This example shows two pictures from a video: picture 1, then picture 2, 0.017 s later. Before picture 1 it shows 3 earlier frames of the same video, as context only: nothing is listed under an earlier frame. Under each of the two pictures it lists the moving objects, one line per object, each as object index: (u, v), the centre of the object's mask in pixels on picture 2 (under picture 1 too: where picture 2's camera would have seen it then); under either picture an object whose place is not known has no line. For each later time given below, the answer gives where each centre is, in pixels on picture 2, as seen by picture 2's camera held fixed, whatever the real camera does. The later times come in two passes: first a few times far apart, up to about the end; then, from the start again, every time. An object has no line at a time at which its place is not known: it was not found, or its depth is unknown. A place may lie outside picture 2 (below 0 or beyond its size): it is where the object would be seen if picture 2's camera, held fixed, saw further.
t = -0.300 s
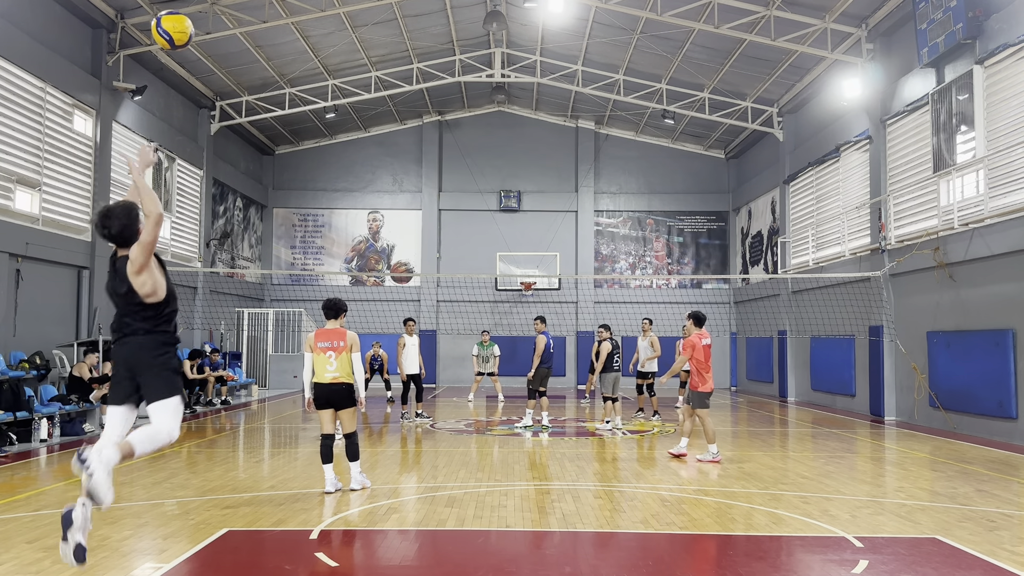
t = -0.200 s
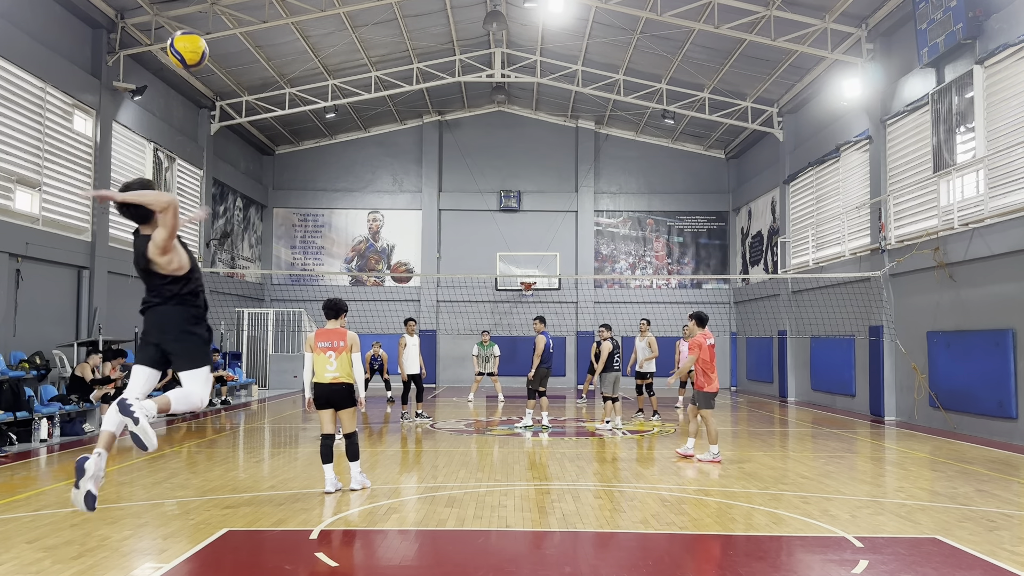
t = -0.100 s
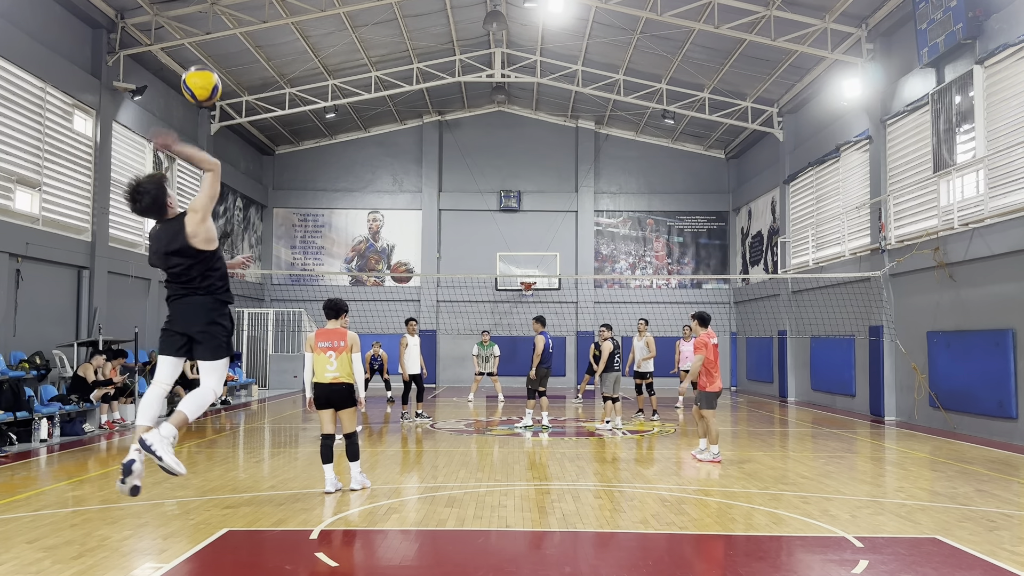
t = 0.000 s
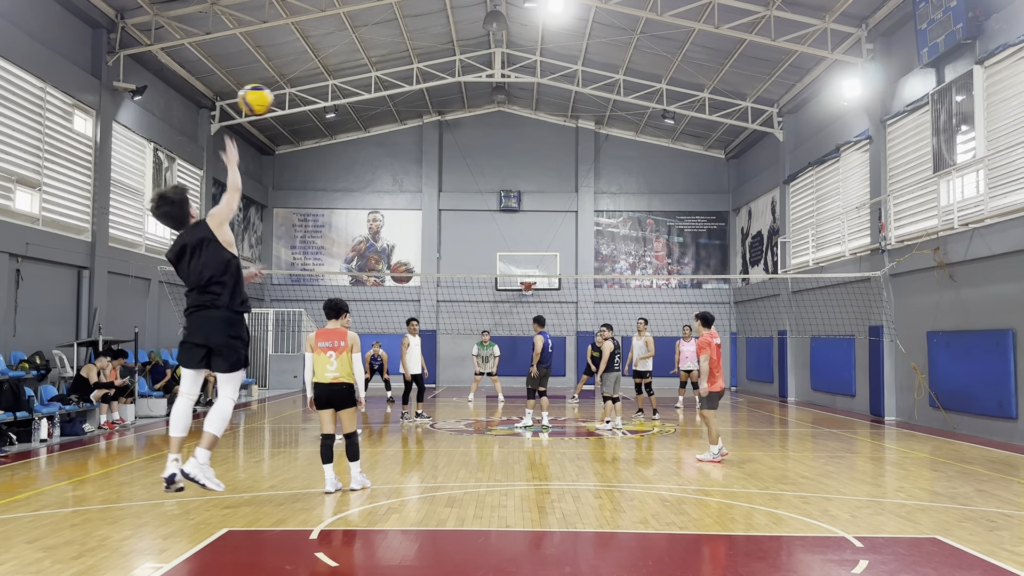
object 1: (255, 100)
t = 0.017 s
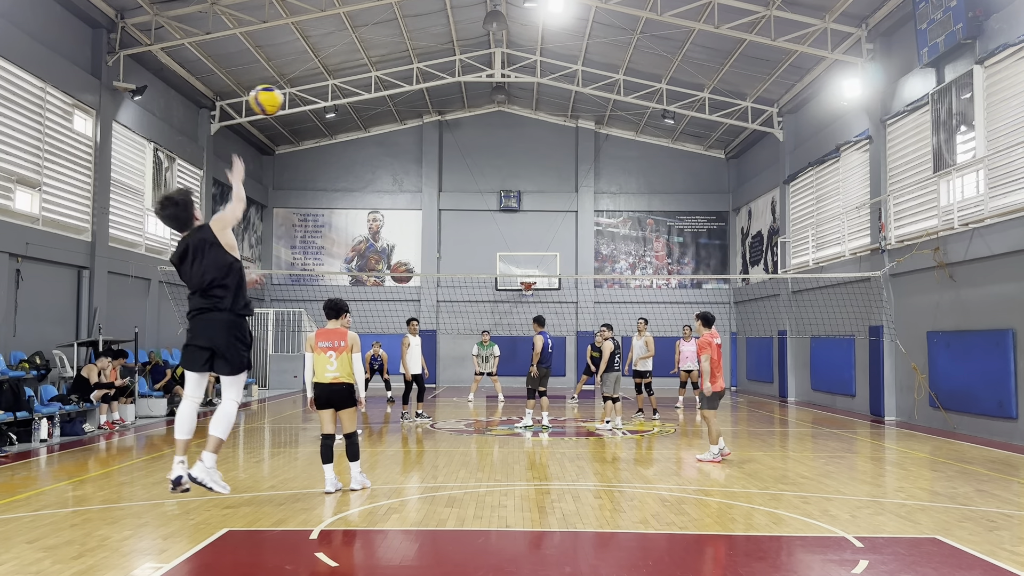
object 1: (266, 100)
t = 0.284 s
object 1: (371, 127)
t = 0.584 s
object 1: (421, 195)
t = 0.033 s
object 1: (276, 100)
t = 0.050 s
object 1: (285, 101)
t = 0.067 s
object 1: (294, 102)
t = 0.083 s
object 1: (302, 103)
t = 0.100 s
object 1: (309, 104)
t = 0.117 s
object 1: (317, 106)
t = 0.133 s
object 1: (323, 107)
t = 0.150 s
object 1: (329, 109)
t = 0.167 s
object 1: (336, 111)
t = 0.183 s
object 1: (341, 113)
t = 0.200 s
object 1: (347, 114)
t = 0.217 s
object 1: (352, 117)
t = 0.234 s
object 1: (357, 120)
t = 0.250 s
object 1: (362, 122)
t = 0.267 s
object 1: (367, 125)
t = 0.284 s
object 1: (371, 127)
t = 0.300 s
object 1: (376, 130)
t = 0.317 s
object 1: (380, 134)
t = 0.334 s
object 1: (384, 137)
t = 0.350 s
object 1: (387, 140)
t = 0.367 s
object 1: (391, 143)
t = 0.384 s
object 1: (394, 146)
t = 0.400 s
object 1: (397, 150)
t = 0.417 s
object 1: (400, 154)
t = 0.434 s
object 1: (402, 157)
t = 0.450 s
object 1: (405, 161)
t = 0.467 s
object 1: (407, 165)
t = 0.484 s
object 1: (410, 169)
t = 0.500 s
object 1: (412, 173)
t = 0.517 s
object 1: (414, 177)
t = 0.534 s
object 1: (416, 181)
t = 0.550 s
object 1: (417, 186)
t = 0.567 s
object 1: (419, 190)
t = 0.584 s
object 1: (421, 195)
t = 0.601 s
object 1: (422, 199)
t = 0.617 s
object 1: (423, 204)
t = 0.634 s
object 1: (425, 208)
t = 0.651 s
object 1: (426, 213)
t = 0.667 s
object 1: (427, 218)
